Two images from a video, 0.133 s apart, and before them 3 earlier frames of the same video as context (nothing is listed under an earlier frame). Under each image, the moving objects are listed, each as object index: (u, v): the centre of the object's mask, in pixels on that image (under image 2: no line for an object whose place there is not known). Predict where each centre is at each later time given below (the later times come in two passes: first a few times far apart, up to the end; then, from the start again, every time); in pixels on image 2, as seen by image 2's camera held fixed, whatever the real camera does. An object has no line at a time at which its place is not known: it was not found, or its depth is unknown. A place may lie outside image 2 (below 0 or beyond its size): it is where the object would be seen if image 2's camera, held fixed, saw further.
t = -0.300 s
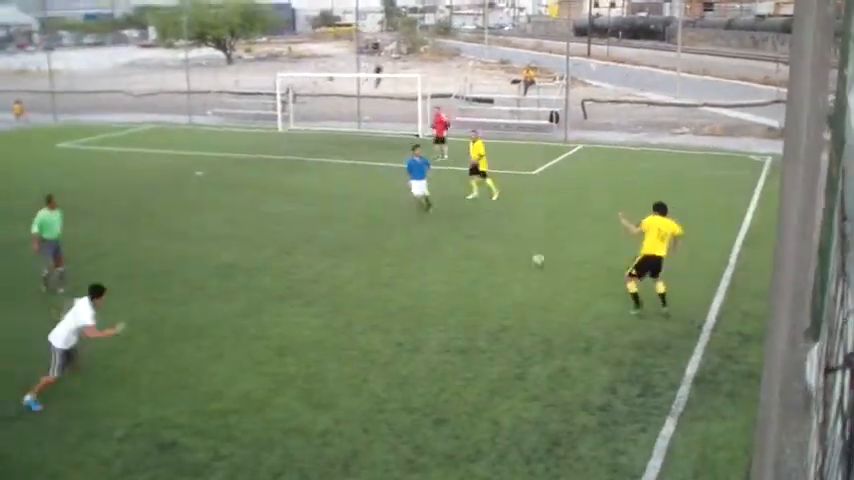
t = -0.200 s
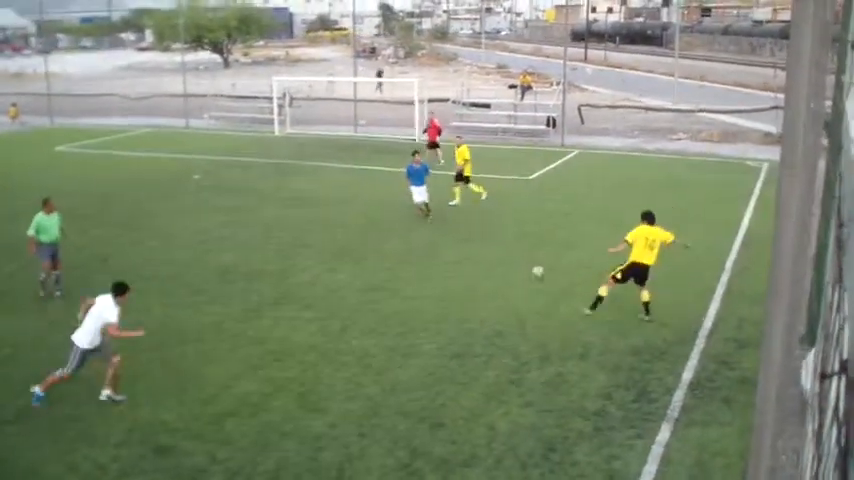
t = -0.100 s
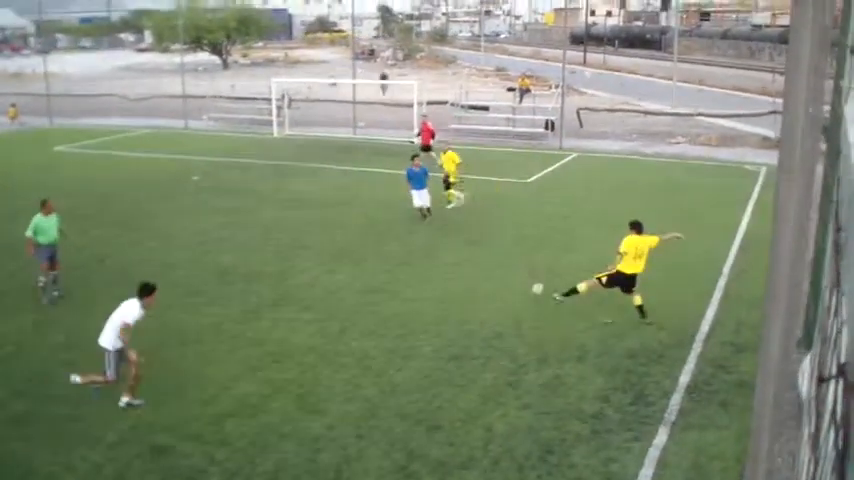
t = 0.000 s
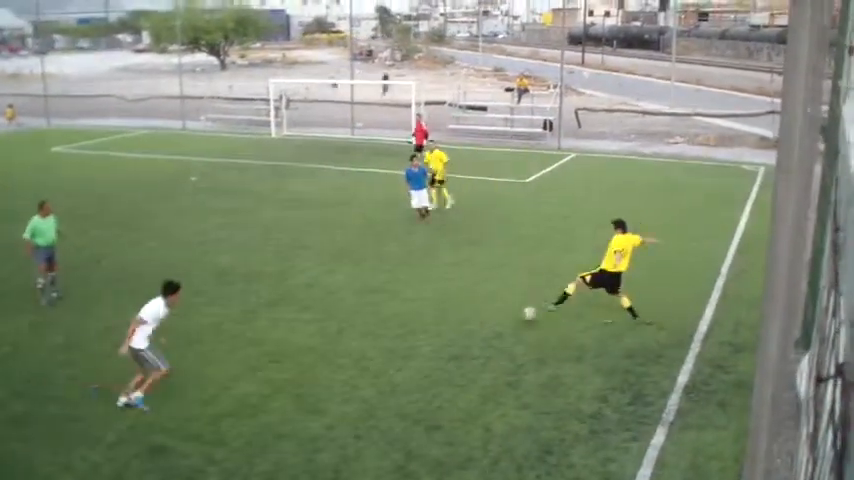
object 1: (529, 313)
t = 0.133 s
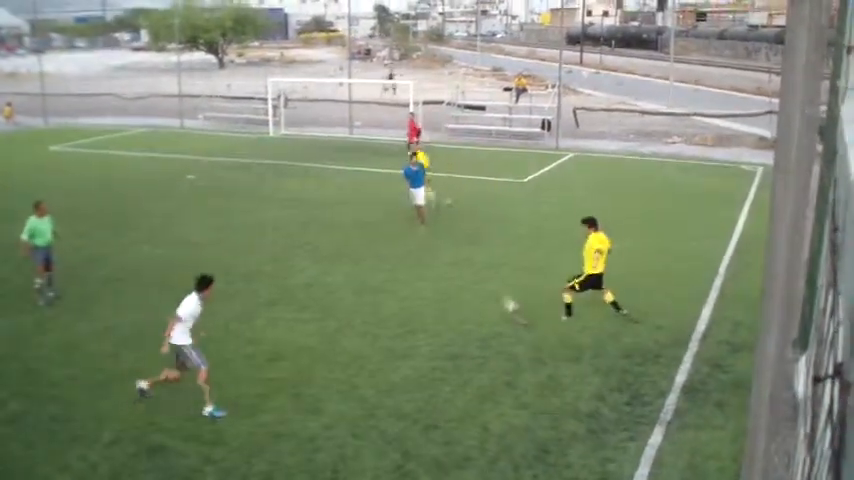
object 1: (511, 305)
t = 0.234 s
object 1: (495, 301)
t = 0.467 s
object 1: (461, 318)
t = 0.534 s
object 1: (451, 330)
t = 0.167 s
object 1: (503, 302)
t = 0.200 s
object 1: (499, 301)
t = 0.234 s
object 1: (495, 301)
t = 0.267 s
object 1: (490, 301)
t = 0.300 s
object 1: (486, 302)
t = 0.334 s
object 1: (480, 303)
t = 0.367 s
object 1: (476, 306)
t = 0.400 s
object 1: (471, 310)
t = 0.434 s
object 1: (466, 313)
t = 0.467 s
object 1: (461, 318)
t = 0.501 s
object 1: (457, 322)
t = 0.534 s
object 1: (451, 330)
